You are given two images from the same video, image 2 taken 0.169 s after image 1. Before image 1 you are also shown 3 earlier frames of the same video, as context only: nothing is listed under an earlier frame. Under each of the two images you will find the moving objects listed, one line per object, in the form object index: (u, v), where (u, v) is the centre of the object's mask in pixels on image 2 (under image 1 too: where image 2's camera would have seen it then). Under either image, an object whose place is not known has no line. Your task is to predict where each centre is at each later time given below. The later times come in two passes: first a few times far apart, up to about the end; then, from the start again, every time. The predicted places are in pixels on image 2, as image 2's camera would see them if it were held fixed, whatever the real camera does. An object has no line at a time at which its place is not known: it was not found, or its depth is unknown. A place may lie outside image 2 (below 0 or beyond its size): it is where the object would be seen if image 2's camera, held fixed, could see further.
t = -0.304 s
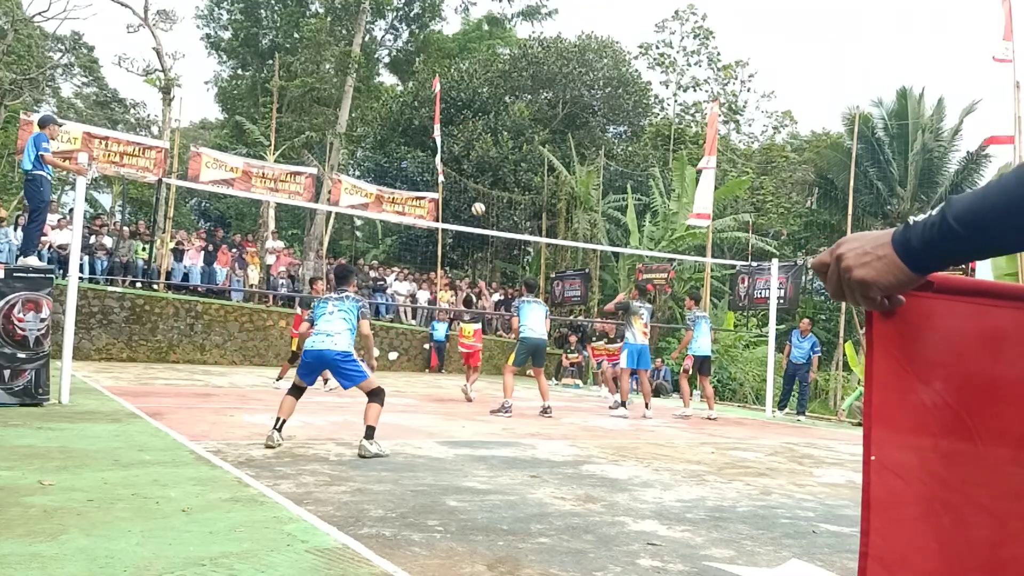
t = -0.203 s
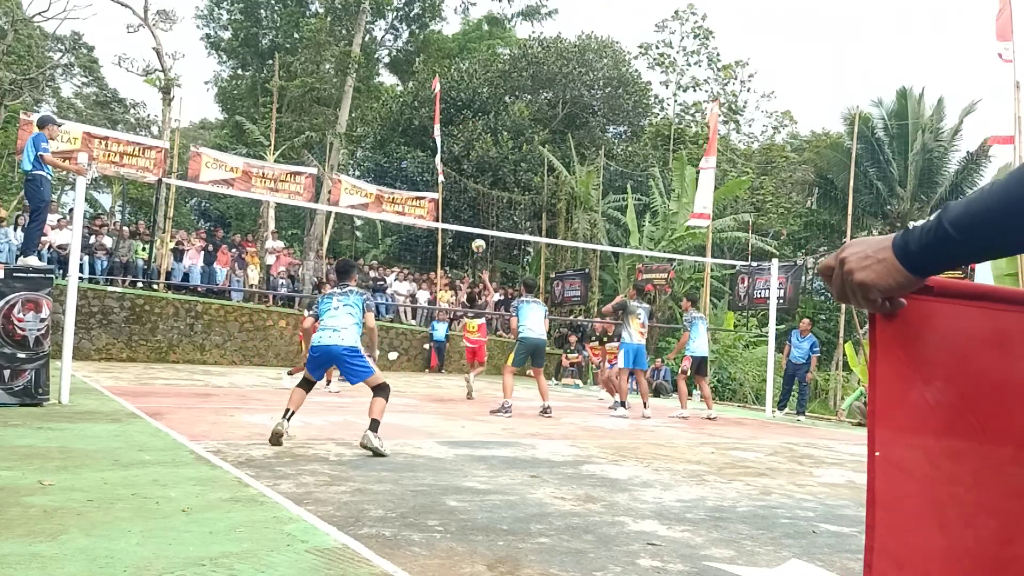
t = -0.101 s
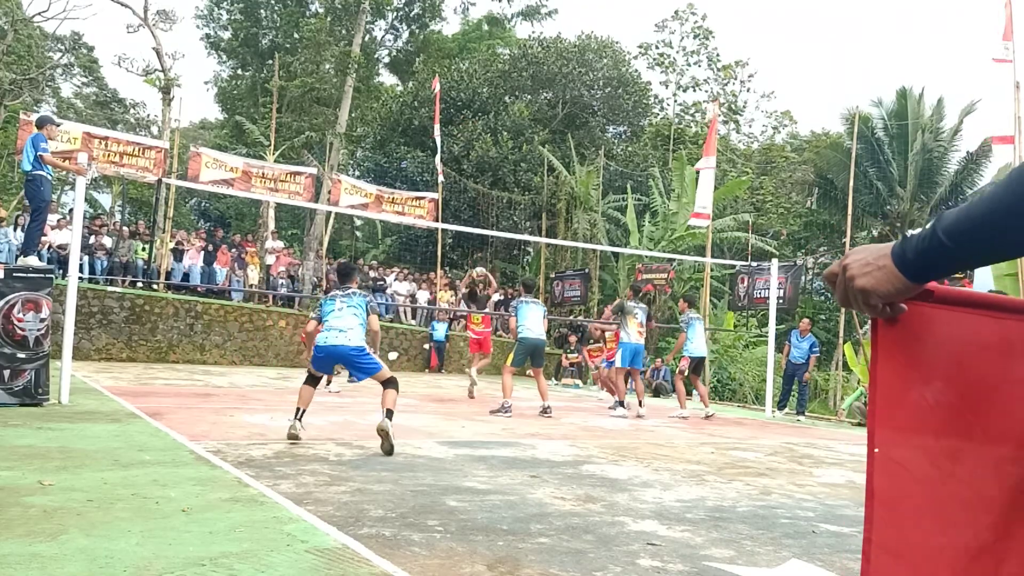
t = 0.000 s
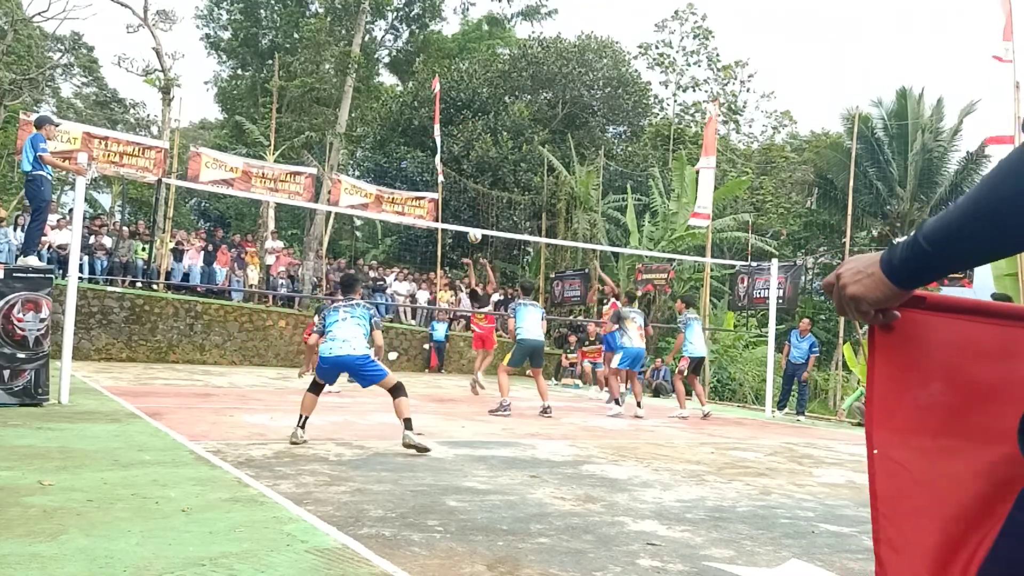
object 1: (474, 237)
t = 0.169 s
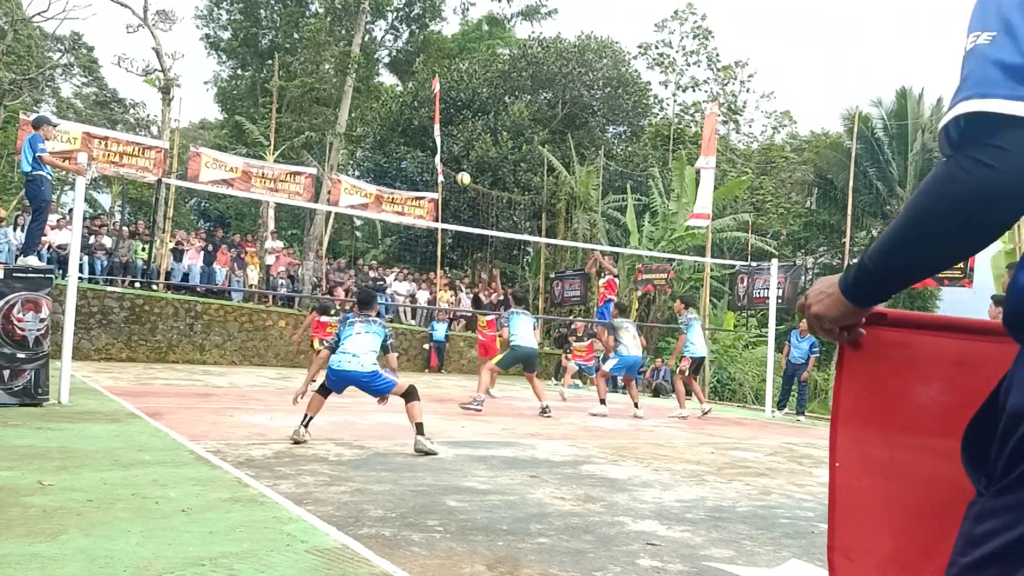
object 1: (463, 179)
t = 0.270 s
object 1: (456, 152)
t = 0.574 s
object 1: (429, 110)
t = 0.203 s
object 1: (461, 169)
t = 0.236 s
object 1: (458, 160)
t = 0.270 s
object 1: (456, 152)
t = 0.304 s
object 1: (453, 145)
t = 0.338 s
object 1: (450, 138)
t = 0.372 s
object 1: (448, 132)
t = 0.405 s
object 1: (445, 127)
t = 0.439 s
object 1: (442, 122)
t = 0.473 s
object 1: (439, 117)
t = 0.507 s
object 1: (436, 114)
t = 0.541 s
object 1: (433, 111)
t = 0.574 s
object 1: (429, 110)
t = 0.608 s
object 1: (426, 109)
